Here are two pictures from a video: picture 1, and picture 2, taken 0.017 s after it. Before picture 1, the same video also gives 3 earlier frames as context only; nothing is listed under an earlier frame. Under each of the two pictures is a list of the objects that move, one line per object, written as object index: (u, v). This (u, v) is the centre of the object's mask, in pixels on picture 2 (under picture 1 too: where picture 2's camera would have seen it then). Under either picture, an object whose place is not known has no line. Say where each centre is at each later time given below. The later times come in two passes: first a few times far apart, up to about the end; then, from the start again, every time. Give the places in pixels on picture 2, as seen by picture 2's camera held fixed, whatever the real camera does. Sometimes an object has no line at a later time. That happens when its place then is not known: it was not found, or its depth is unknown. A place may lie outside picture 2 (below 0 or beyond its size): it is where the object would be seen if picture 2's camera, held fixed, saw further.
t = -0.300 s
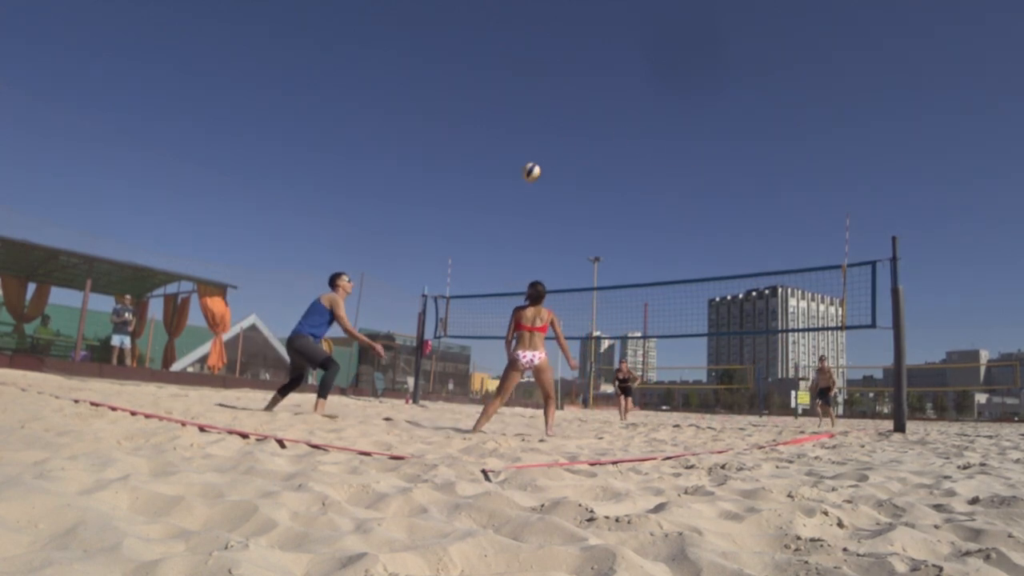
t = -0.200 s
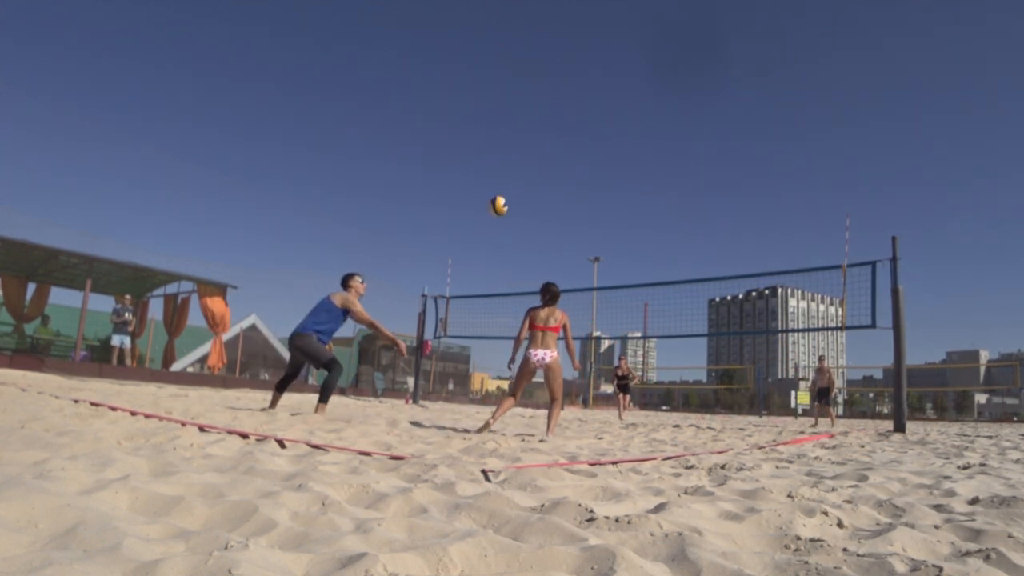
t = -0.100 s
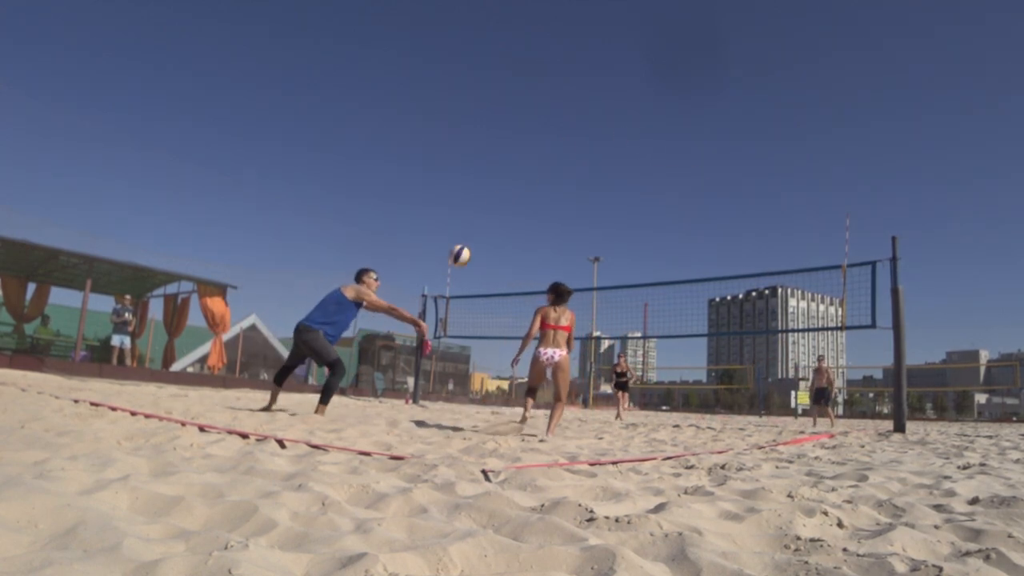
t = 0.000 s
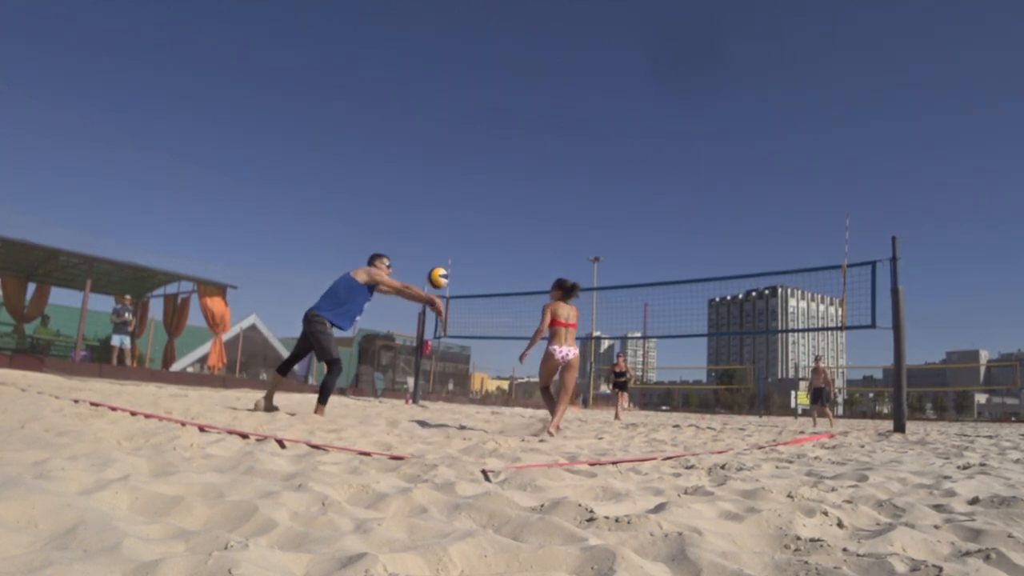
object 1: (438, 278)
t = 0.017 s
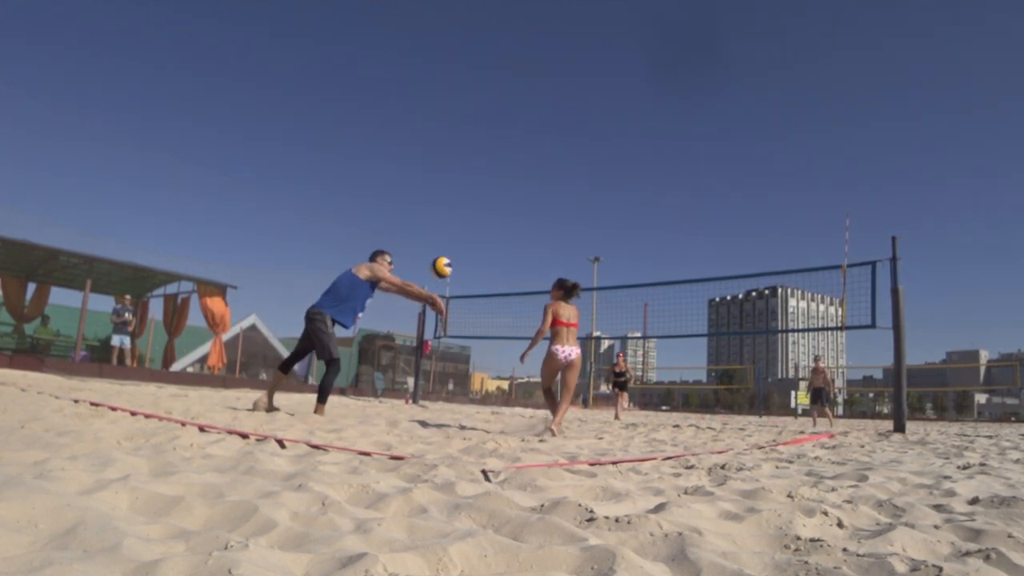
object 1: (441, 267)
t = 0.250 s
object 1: (488, 166)
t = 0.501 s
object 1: (526, 125)
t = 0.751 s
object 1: (558, 135)
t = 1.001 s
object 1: (585, 185)
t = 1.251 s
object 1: (609, 272)
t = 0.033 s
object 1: (445, 258)
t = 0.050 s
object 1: (448, 248)
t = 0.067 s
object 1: (452, 239)
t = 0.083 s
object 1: (455, 231)
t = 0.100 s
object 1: (459, 222)
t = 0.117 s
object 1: (462, 214)
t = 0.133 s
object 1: (465, 207)
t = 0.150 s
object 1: (469, 200)
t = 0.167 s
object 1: (472, 193)
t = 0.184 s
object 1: (475, 187)
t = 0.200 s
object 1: (479, 182)
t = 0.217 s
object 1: (482, 176)
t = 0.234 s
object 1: (485, 171)
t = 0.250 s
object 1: (488, 166)
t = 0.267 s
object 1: (491, 161)
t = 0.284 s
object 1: (493, 156)
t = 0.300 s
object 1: (496, 153)
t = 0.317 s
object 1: (499, 149)
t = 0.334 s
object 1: (502, 146)
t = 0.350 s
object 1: (504, 142)
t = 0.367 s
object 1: (507, 139)
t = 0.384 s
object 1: (509, 137)
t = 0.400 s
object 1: (512, 134)
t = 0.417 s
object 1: (514, 132)
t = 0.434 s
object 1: (517, 130)
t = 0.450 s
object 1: (519, 128)
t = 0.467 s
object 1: (522, 127)
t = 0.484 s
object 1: (524, 126)
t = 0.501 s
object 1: (526, 125)
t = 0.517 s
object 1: (529, 124)
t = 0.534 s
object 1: (531, 123)
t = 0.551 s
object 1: (534, 123)
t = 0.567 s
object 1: (535, 123)
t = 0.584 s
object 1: (538, 123)
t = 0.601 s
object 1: (541, 123)
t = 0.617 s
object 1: (542, 124)
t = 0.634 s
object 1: (544, 124)
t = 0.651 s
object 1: (546, 125)
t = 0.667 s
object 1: (548, 126)
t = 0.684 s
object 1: (550, 127)
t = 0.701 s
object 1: (552, 129)
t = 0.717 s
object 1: (554, 131)
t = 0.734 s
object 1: (556, 133)
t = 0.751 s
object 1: (558, 135)
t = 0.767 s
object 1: (560, 137)
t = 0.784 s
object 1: (562, 139)
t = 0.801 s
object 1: (564, 142)
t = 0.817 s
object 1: (566, 144)
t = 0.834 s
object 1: (567, 147)
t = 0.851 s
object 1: (569, 150)
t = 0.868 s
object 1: (571, 154)
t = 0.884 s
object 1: (572, 157)
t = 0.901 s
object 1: (574, 160)
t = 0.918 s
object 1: (576, 164)
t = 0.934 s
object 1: (578, 168)
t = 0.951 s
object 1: (580, 171)
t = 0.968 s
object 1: (582, 176)
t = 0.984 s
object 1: (583, 180)
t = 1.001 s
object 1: (585, 185)
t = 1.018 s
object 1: (586, 189)
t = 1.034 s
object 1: (588, 194)
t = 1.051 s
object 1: (590, 199)
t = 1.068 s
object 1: (592, 205)
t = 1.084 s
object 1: (593, 210)
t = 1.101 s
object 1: (595, 215)
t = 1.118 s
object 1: (597, 221)
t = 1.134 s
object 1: (599, 227)
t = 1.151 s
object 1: (600, 233)
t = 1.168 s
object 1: (602, 240)
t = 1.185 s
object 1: (603, 246)
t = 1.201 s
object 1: (604, 252)
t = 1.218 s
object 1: (605, 259)
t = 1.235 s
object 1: (607, 265)
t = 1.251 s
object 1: (609, 272)
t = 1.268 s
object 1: (610, 279)
